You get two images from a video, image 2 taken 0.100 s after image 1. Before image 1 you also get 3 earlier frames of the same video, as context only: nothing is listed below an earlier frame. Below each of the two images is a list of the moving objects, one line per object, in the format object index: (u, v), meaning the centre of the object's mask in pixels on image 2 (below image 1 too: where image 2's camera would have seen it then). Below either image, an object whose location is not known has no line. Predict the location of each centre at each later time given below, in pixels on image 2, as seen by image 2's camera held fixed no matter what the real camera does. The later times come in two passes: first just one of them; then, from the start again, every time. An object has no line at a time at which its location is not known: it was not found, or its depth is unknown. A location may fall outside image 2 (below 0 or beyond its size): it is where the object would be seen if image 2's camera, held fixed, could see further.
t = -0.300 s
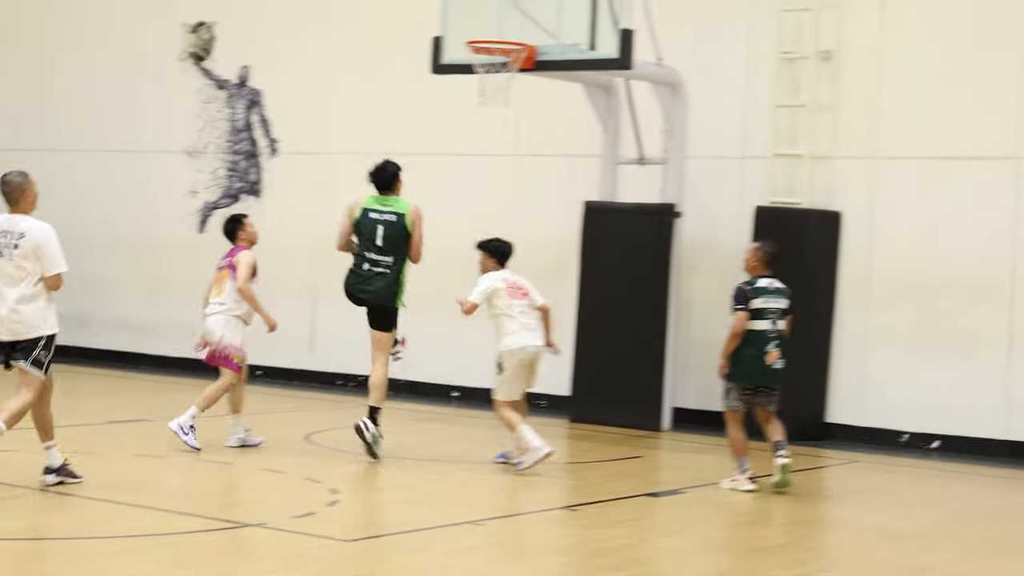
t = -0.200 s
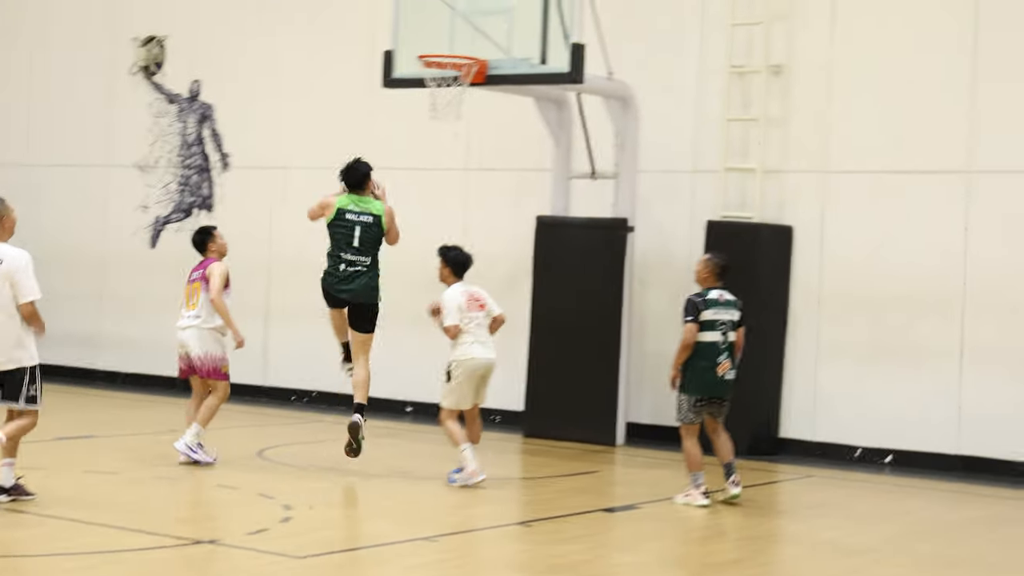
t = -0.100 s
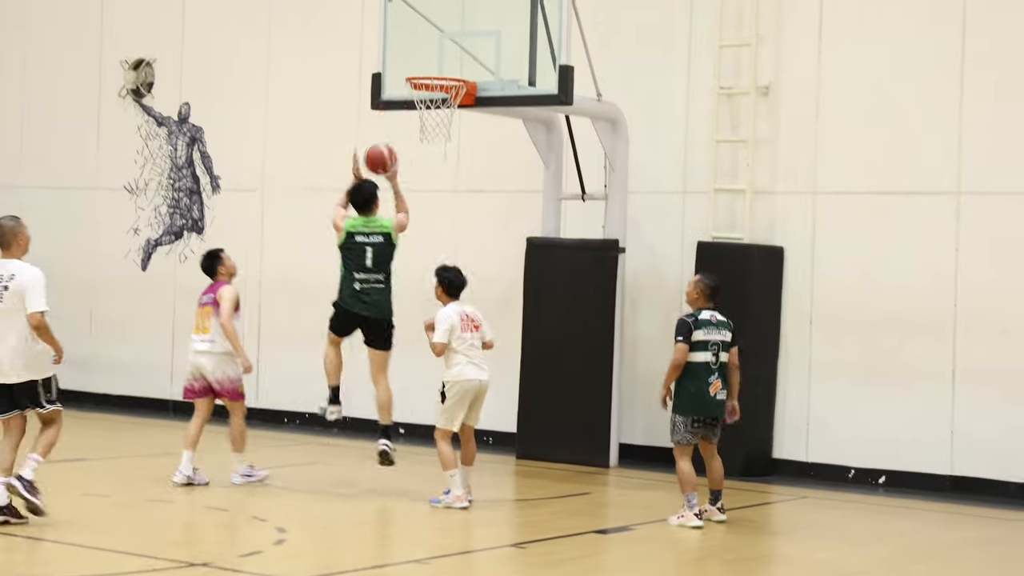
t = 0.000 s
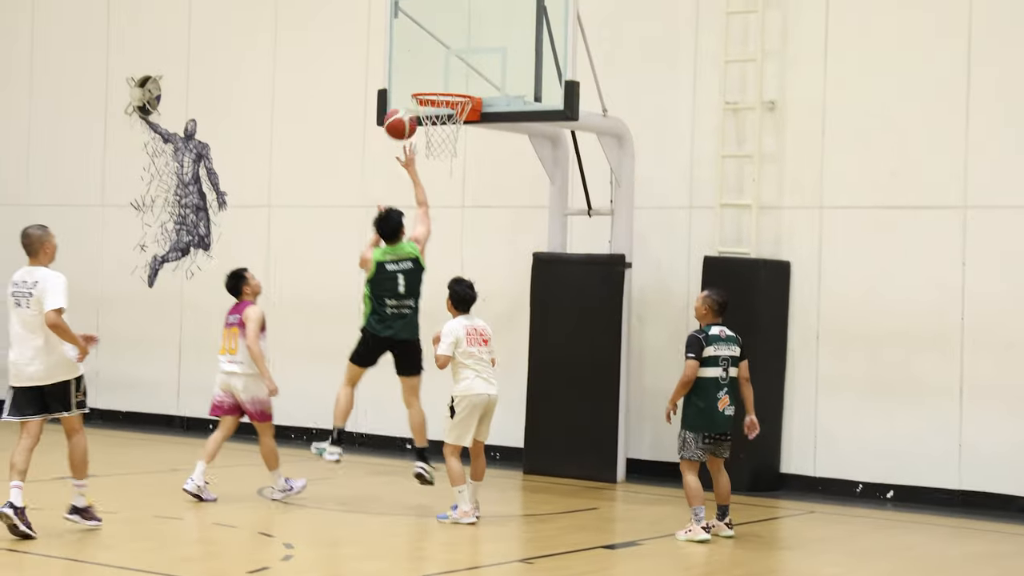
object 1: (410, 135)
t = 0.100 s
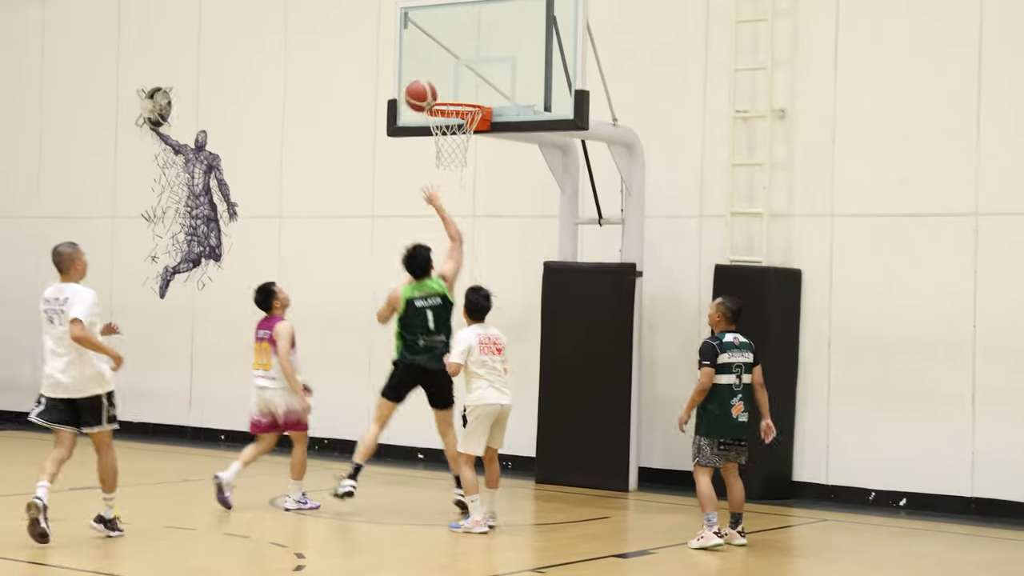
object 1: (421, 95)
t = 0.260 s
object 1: (436, 63)
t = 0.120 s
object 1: (423, 90)
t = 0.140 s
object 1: (424, 84)
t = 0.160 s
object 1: (426, 80)
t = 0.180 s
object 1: (428, 75)
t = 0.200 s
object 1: (430, 71)
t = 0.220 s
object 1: (432, 68)
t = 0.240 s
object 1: (434, 65)
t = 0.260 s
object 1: (436, 63)
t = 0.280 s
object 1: (437, 62)
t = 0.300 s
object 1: (439, 60)
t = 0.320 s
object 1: (441, 60)
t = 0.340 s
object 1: (443, 60)
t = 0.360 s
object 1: (444, 60)
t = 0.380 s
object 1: (446, 61)
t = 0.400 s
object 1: (448, 62)
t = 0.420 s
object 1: (449, 64)
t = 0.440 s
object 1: (451, 67)
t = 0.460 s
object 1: (452, 70)
